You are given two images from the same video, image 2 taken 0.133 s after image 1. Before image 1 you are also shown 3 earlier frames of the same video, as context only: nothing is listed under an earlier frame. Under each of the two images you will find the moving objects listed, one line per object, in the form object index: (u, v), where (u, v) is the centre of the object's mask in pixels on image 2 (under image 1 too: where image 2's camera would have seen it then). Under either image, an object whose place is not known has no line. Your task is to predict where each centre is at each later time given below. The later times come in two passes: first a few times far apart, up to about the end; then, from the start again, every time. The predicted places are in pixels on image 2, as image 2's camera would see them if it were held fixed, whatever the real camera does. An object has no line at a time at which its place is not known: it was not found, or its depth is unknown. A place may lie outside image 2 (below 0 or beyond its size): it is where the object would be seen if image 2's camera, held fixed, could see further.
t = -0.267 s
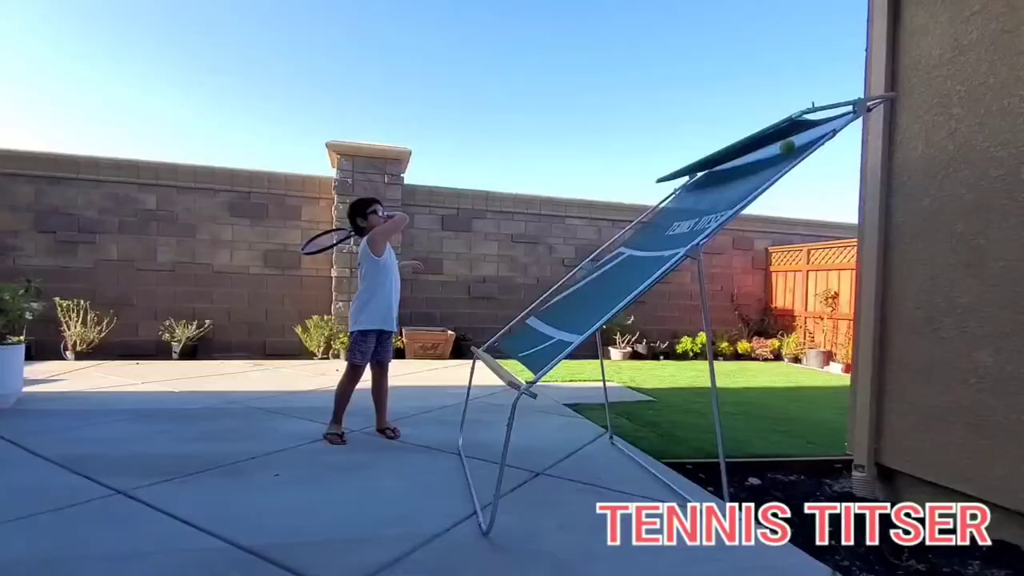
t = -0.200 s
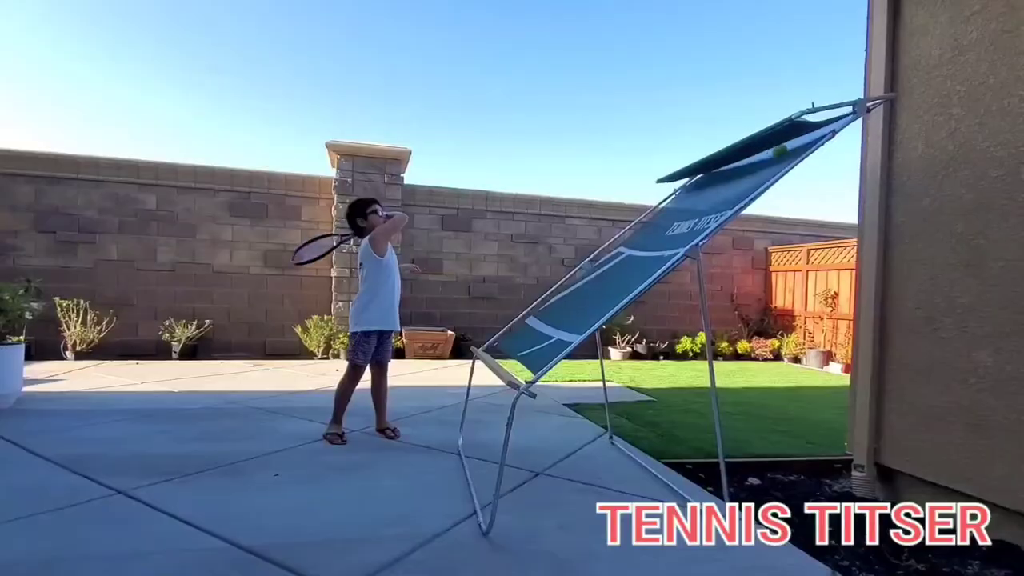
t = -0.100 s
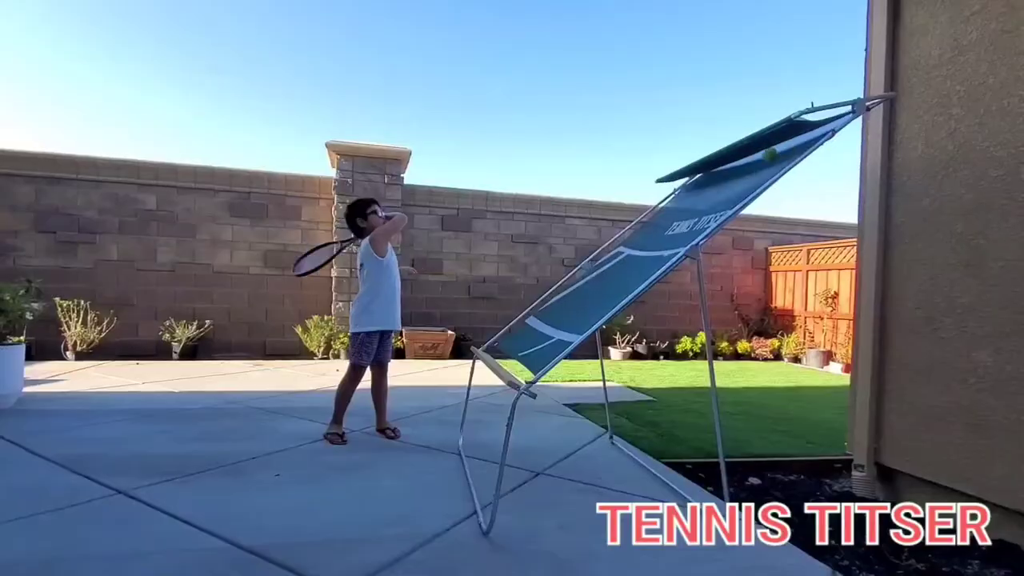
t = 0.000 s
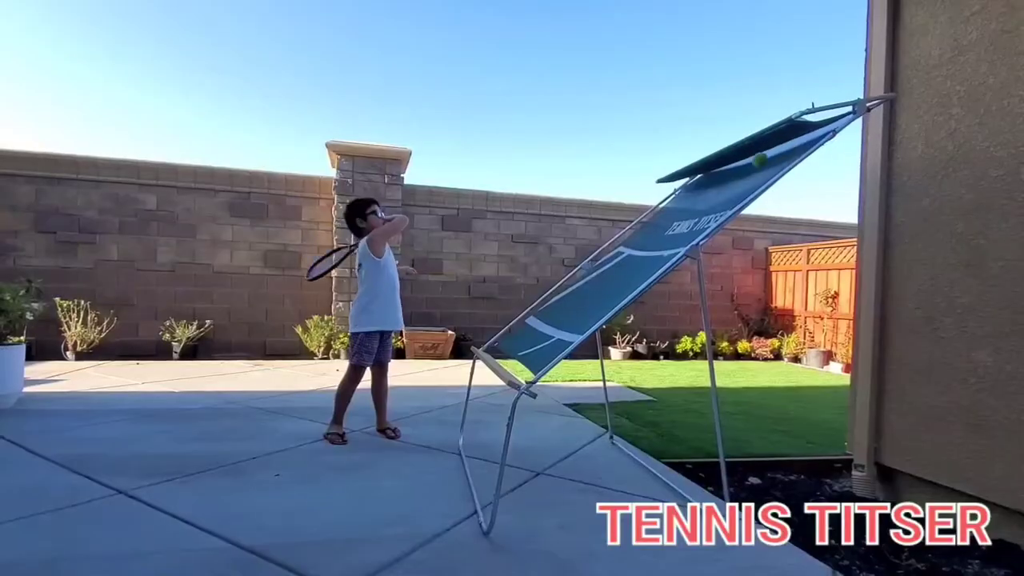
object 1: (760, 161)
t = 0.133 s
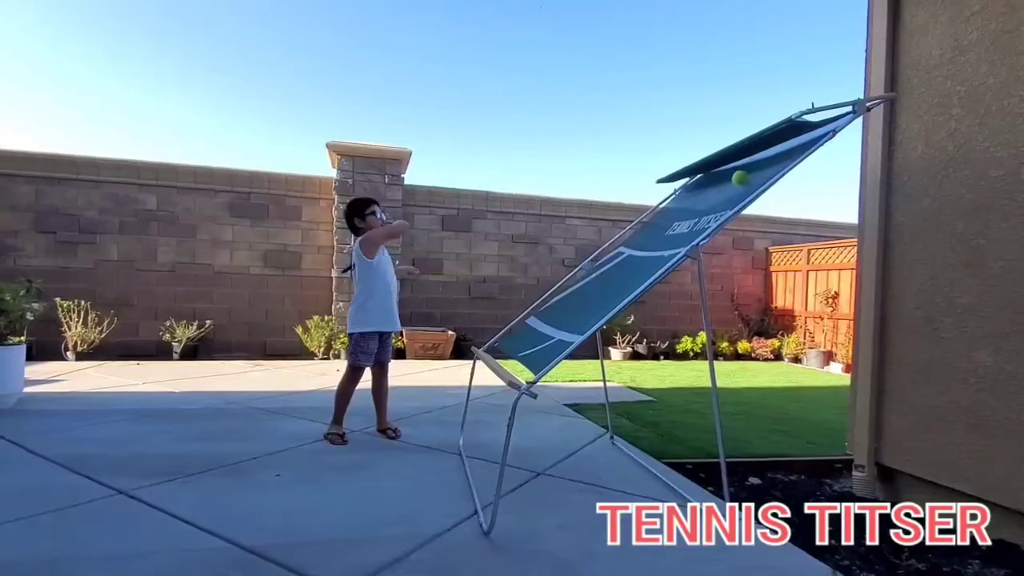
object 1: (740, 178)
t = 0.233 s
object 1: (719, 206)
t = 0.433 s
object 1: (650, 270)
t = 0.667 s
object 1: (522, 355)
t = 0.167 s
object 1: (734, 187)
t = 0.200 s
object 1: (728, 197)
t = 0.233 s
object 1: (719, 206)
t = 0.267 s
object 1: (710, 216)
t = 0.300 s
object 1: (700, 225)
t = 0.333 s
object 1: (689, 236)
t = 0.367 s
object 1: (676, 247)
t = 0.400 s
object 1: (664, 258)
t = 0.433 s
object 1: (650, 270)
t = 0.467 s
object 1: (635, 283)
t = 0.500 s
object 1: (619, 295)
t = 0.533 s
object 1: (602, 309)
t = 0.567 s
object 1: (585, 322)
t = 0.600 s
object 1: (566, 334)
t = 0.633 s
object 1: (544, 345)
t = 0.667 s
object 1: (522, 355)
